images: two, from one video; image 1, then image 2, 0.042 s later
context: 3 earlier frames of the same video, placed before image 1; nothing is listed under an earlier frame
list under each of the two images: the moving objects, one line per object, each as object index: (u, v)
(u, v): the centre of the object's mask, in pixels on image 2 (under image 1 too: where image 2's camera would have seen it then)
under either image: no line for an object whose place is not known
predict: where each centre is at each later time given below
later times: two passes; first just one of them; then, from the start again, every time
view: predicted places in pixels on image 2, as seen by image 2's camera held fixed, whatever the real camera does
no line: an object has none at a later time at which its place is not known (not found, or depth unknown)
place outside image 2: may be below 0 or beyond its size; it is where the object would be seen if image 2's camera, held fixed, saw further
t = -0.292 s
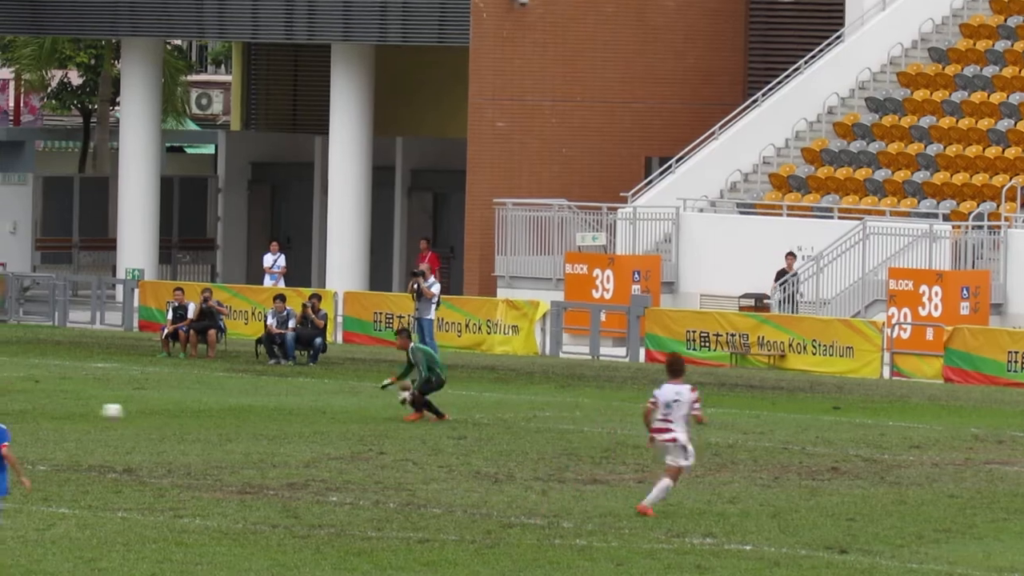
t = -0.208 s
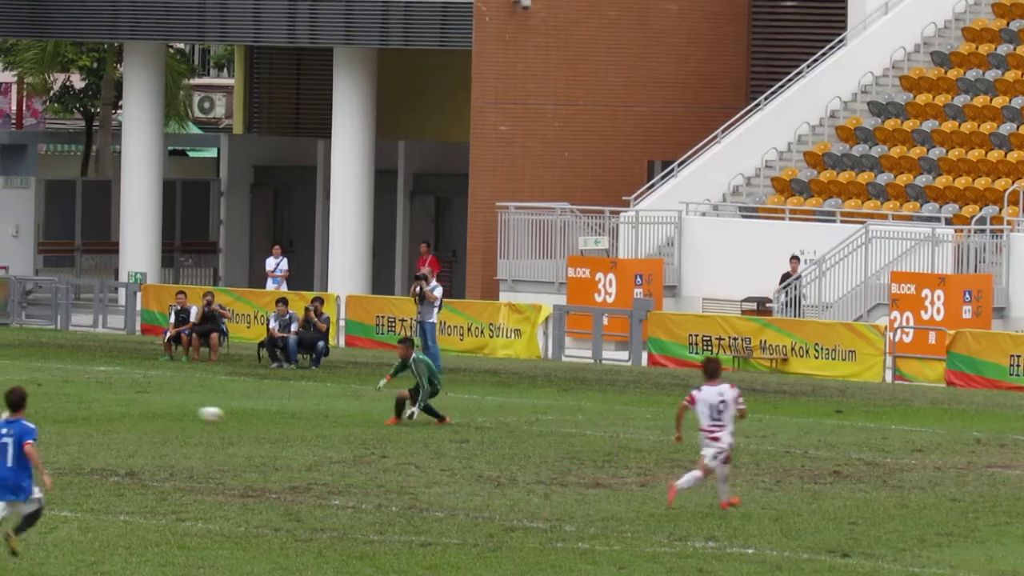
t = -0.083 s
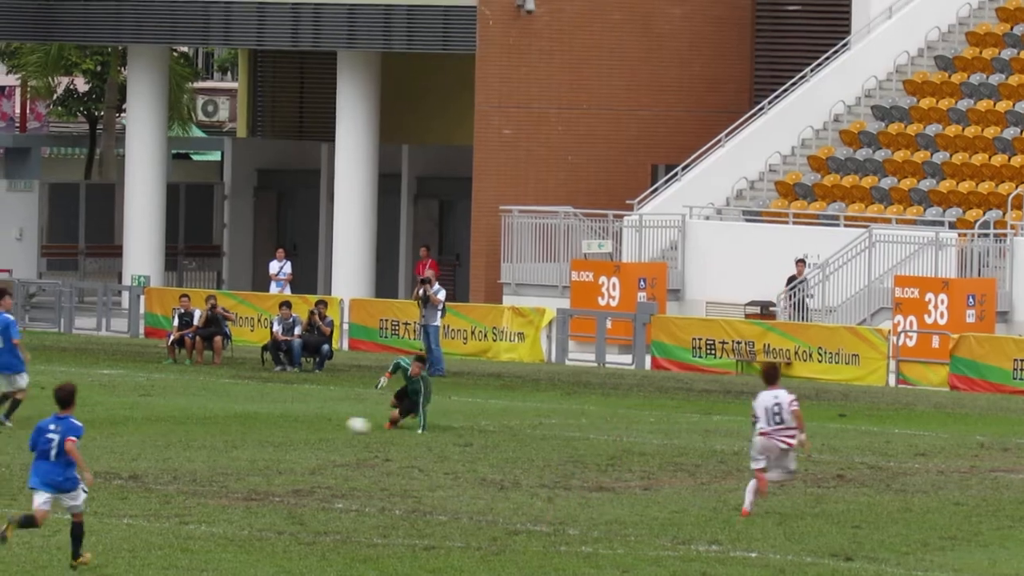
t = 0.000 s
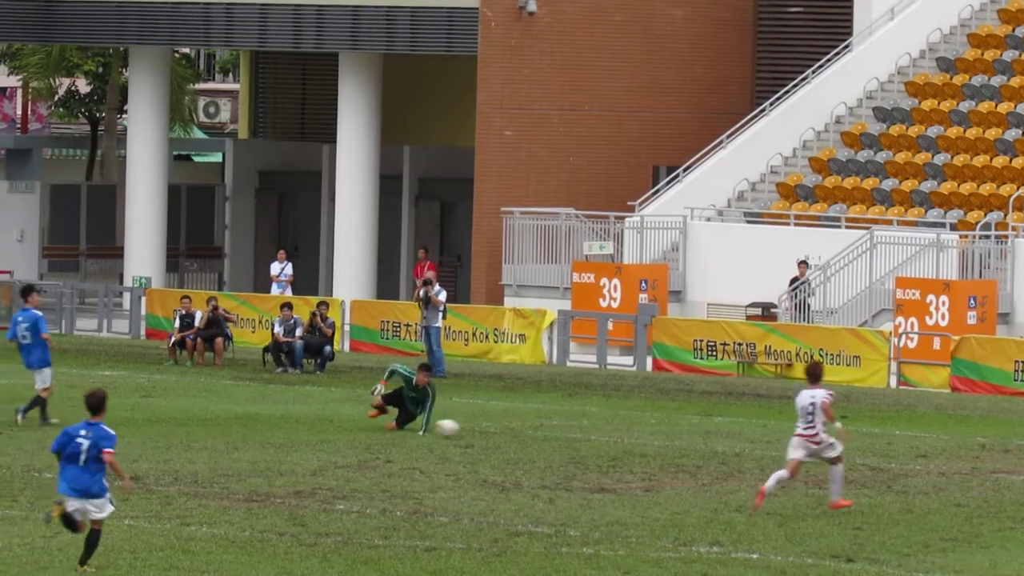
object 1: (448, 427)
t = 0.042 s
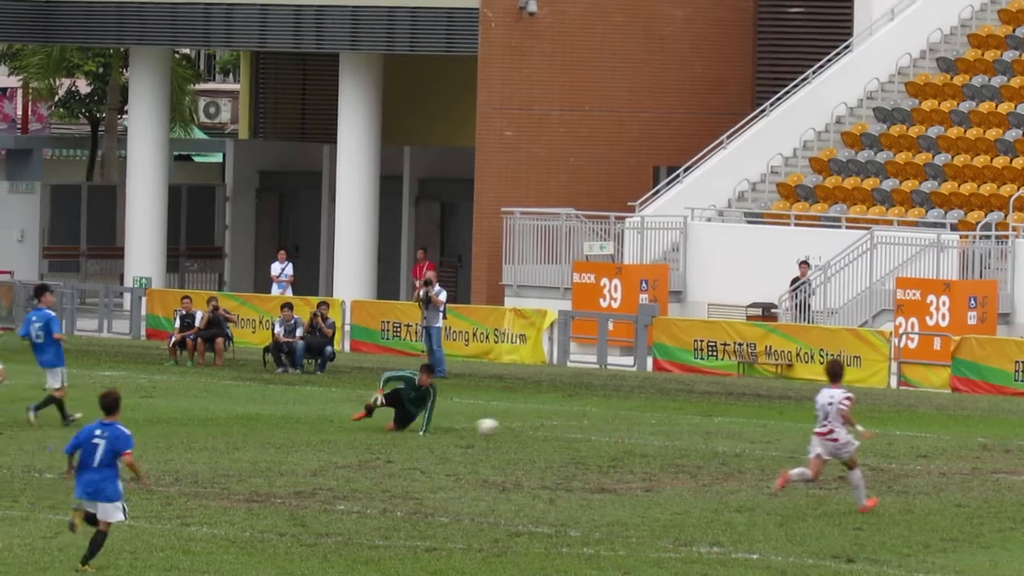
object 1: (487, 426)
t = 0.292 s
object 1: (723, 439)
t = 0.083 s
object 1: (528, 426)
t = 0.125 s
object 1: (568, 428)
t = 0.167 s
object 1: (609, 432)
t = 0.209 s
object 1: (649, 437)
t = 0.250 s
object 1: (688, 441)
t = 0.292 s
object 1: (723, 439)
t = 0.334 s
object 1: (756, 438)
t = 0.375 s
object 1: (791, 438)
